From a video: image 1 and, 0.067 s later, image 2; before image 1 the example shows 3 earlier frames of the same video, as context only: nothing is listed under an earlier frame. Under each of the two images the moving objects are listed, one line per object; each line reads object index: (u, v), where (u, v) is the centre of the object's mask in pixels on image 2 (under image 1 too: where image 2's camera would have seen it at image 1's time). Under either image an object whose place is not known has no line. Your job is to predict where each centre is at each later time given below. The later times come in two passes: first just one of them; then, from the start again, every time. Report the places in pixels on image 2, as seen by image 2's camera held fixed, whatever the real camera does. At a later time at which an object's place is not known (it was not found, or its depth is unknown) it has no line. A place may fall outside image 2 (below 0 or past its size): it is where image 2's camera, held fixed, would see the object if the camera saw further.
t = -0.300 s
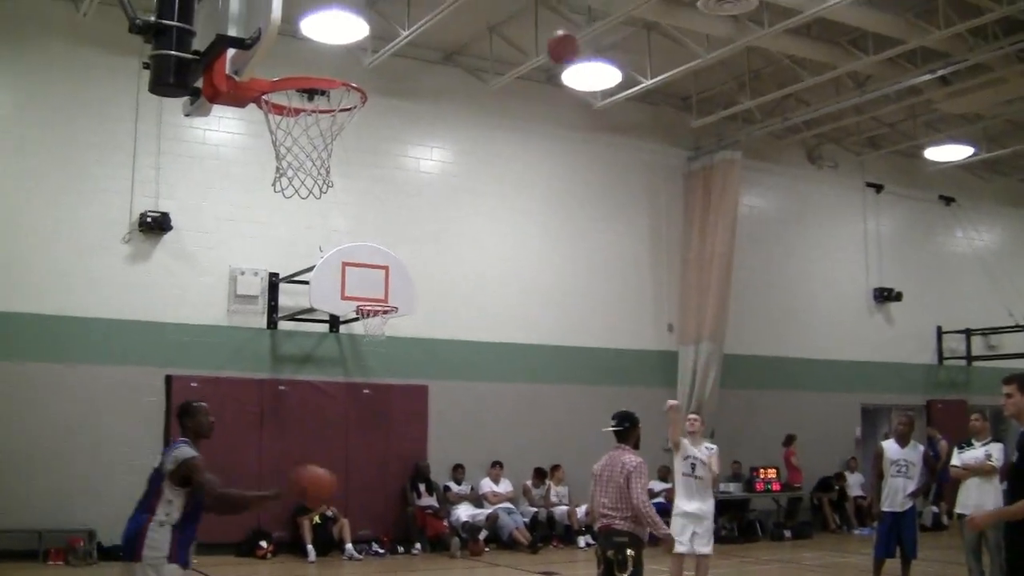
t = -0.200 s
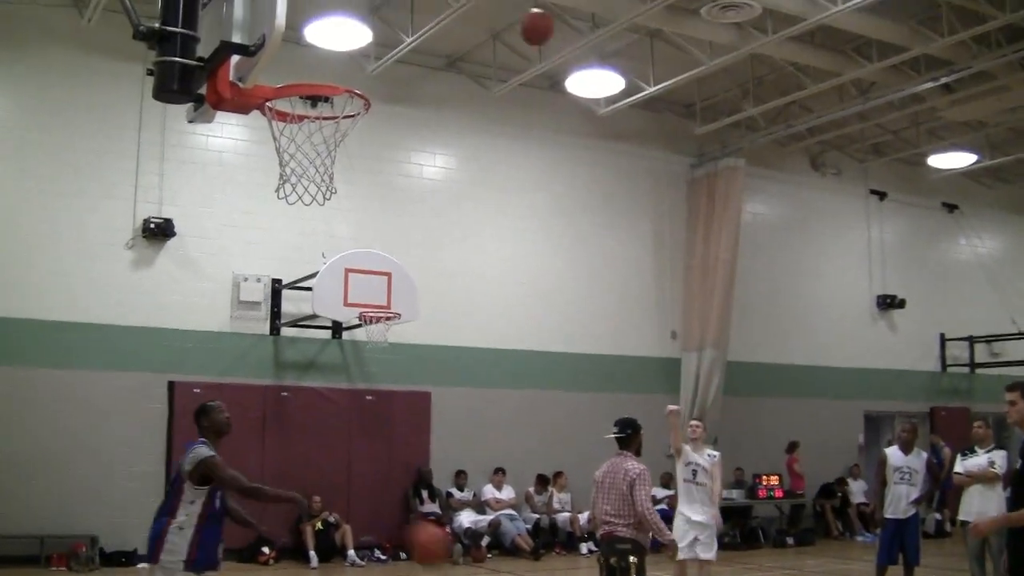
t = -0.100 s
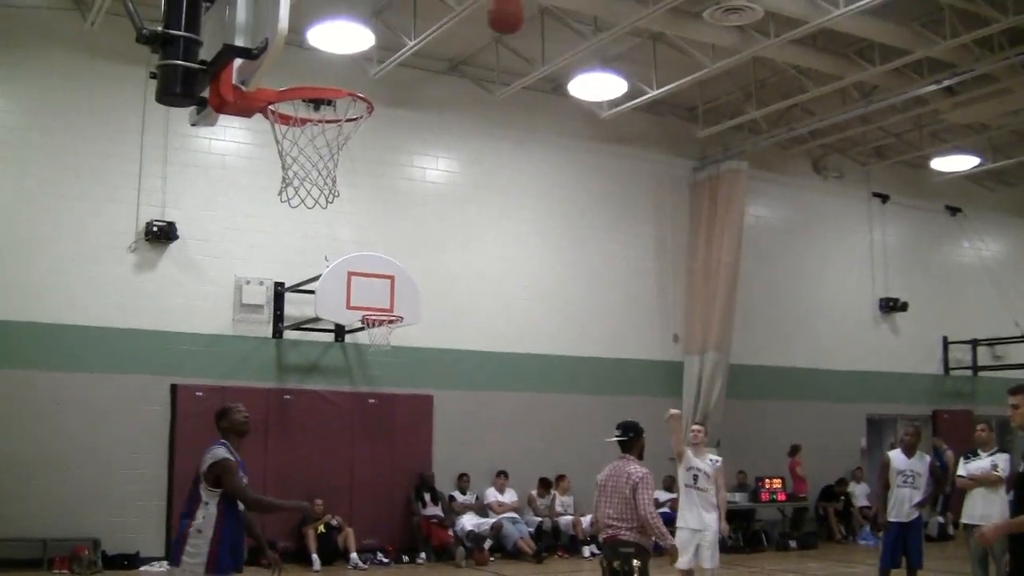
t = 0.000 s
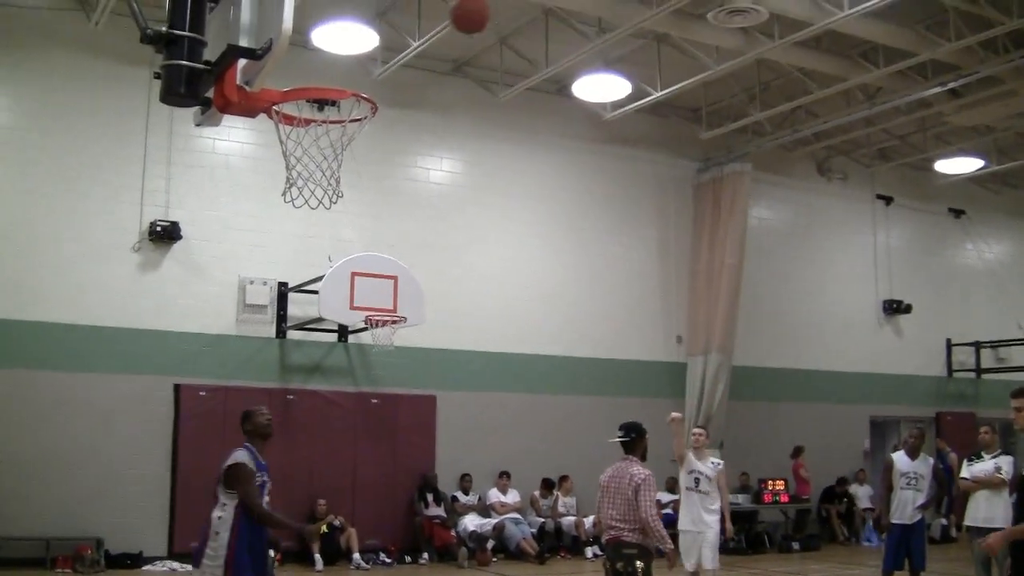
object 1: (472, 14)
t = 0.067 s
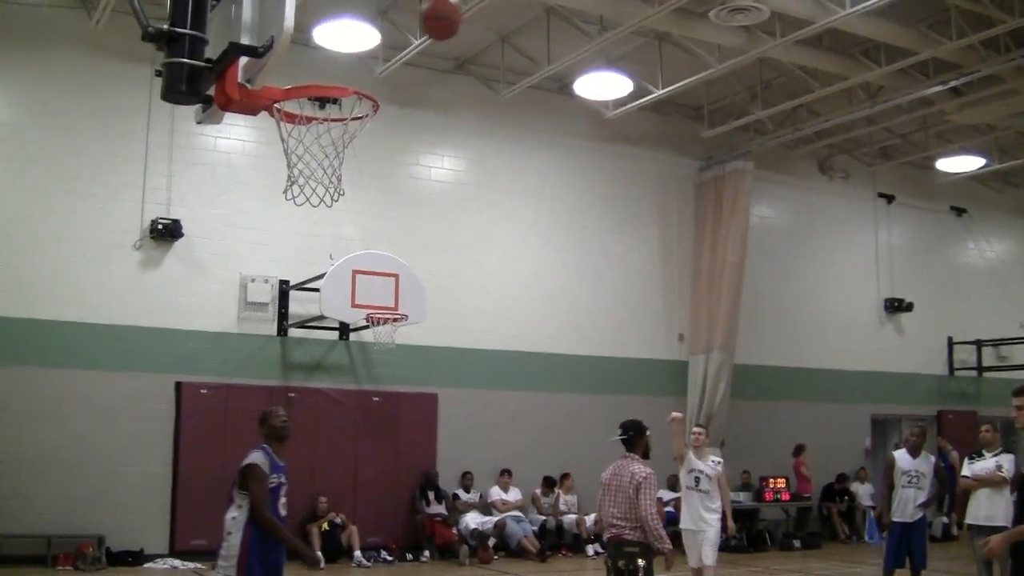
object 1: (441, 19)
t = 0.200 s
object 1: (366, 64)
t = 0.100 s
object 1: (424, 25)
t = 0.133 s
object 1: (406, 34)
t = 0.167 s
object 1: (388, 46)
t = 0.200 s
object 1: (366, 64)
